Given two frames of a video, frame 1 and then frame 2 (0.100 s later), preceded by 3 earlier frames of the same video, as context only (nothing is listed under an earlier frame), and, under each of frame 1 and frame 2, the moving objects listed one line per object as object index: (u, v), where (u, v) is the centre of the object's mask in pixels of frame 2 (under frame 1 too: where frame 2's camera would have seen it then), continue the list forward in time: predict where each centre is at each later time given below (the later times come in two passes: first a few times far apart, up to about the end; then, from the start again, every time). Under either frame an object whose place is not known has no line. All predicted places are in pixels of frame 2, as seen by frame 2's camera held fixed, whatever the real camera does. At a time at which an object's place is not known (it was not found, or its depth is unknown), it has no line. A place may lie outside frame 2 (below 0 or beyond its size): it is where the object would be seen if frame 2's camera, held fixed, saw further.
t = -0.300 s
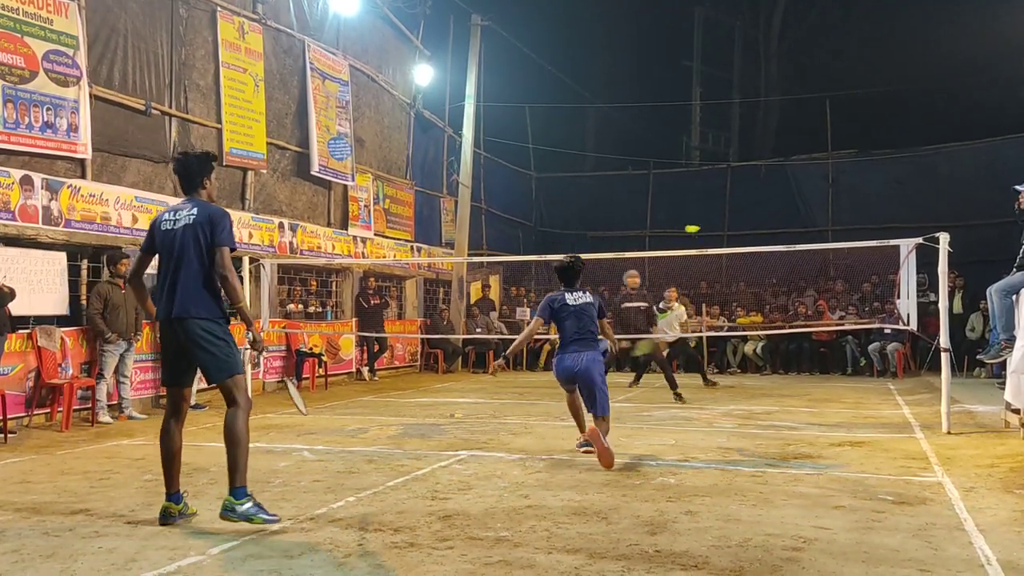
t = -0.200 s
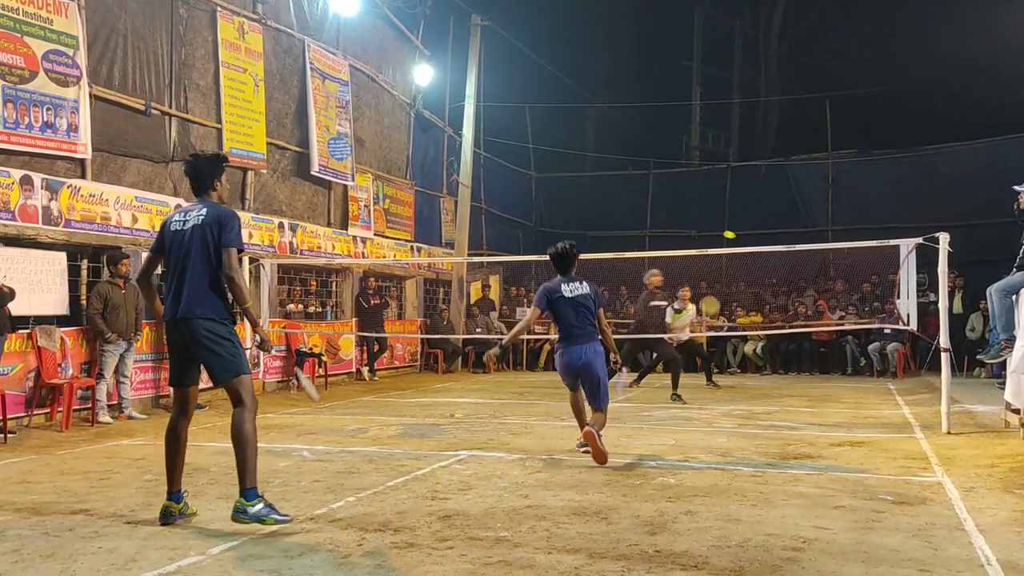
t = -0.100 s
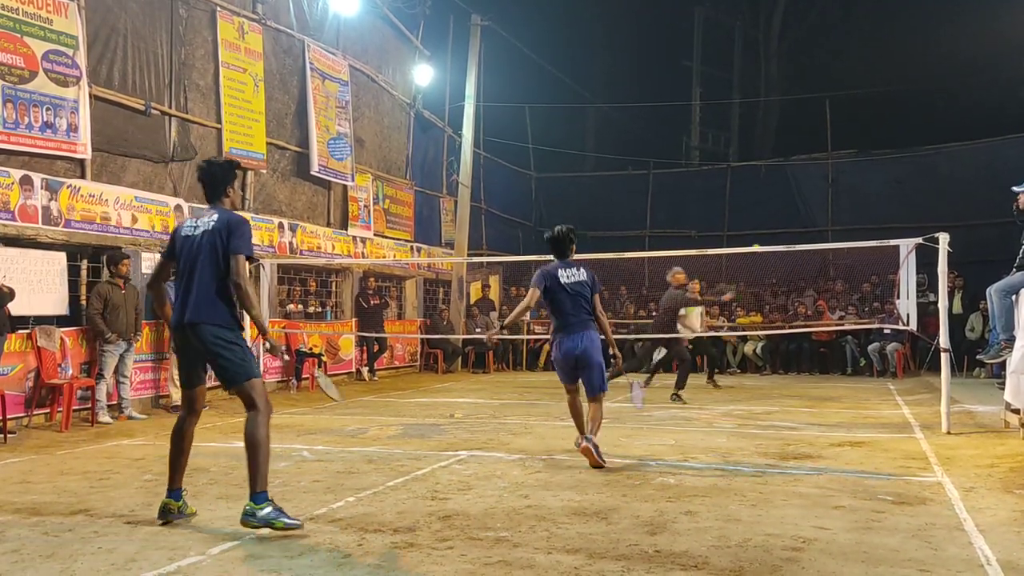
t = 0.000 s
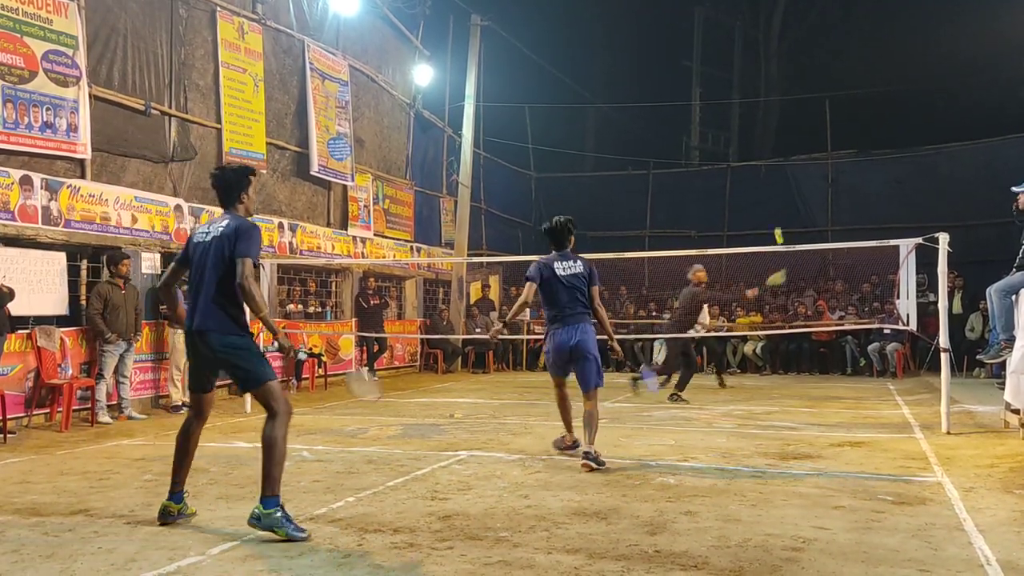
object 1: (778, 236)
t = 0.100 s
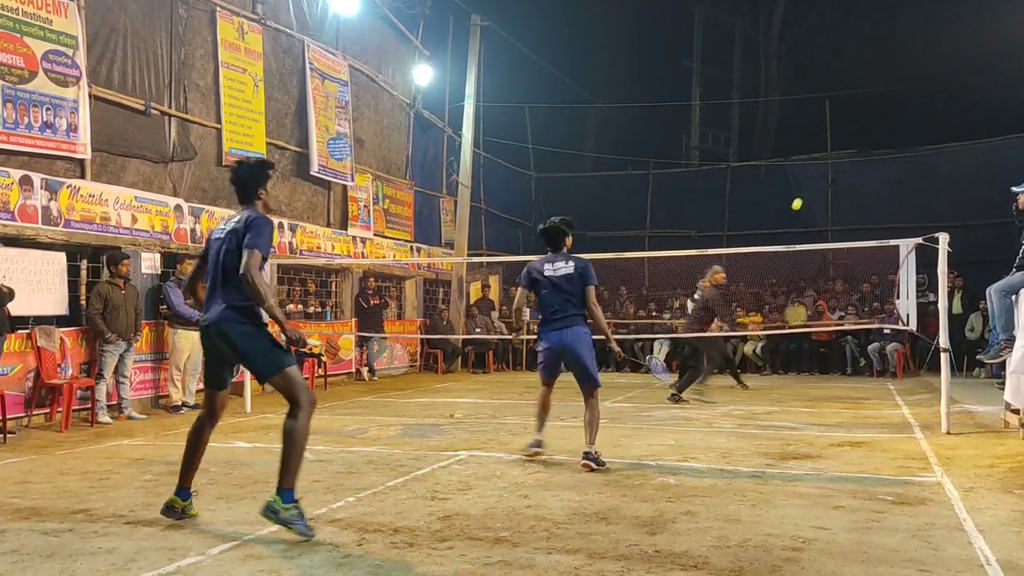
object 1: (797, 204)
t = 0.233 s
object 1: (823, 181)
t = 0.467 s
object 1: (879, 200)
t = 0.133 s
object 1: (803, 196)
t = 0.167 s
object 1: (810, 190)
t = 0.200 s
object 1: (816, 185)
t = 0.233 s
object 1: (823, 181)
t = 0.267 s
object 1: (830, 178)
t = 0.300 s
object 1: (837, 177)
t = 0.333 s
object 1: (845, 177)
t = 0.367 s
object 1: (853, 180)
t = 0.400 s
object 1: (861, 185)
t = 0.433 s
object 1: (870, 191)
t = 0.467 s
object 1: (879, 200)
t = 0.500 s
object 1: (888, 212)
